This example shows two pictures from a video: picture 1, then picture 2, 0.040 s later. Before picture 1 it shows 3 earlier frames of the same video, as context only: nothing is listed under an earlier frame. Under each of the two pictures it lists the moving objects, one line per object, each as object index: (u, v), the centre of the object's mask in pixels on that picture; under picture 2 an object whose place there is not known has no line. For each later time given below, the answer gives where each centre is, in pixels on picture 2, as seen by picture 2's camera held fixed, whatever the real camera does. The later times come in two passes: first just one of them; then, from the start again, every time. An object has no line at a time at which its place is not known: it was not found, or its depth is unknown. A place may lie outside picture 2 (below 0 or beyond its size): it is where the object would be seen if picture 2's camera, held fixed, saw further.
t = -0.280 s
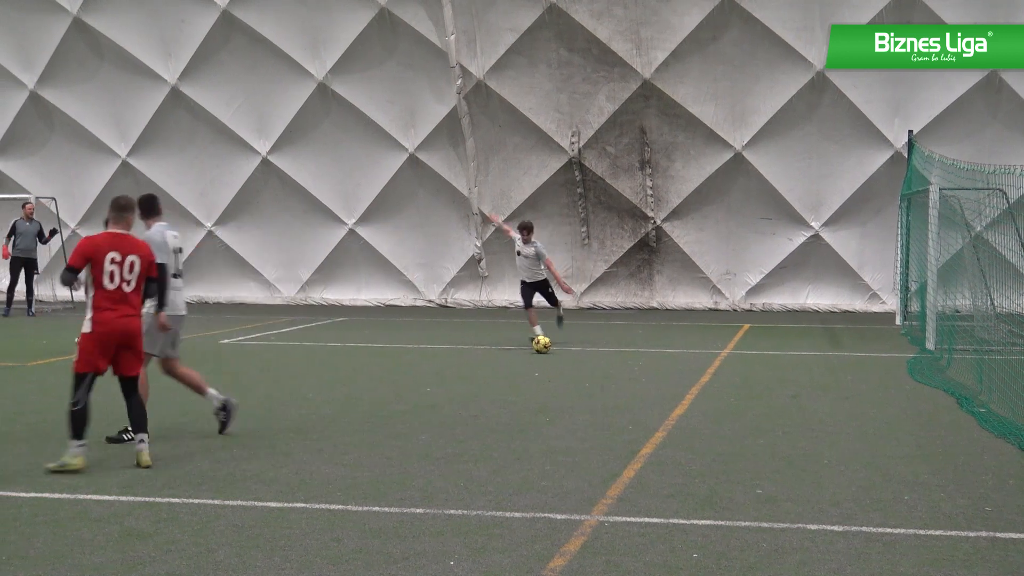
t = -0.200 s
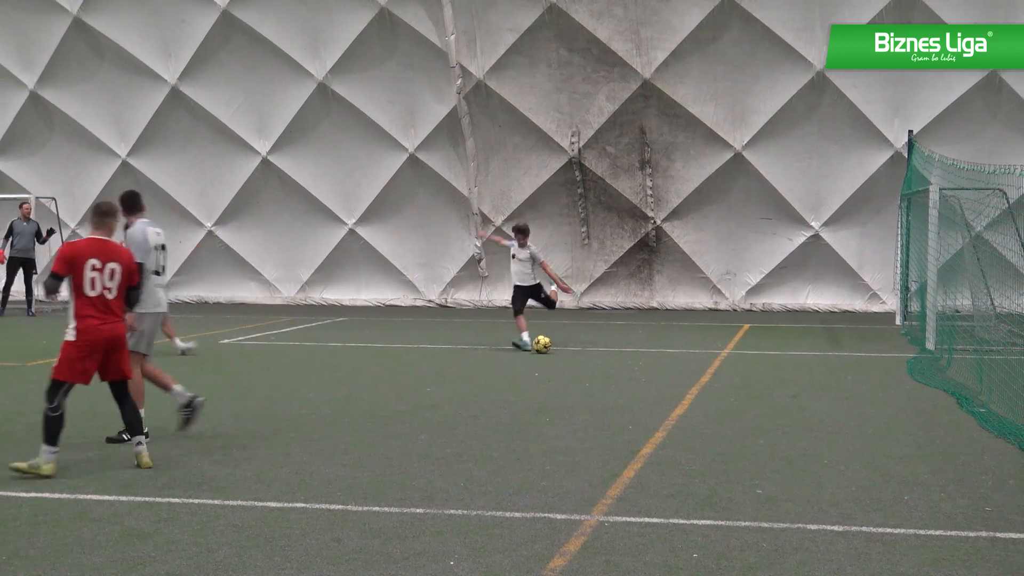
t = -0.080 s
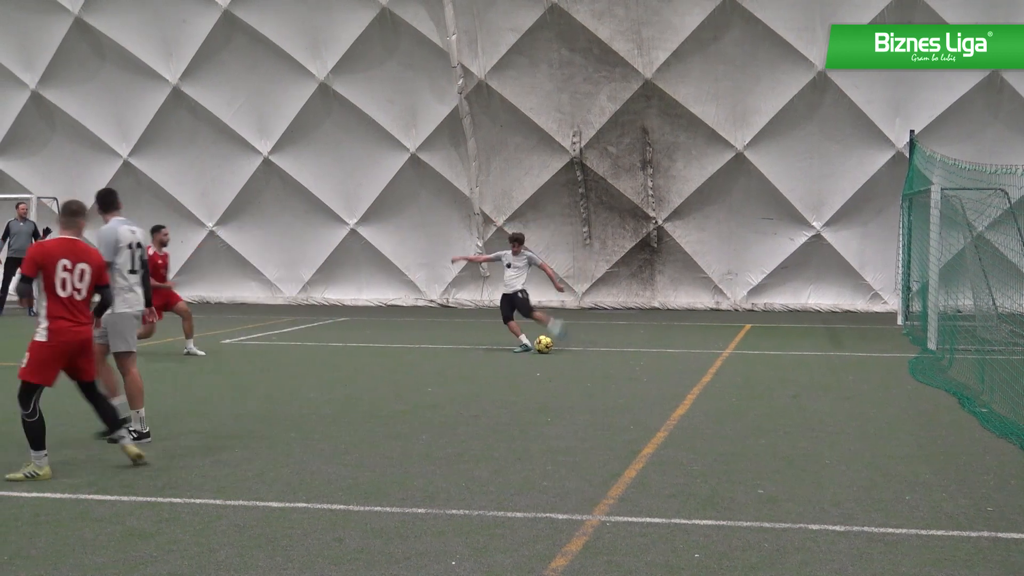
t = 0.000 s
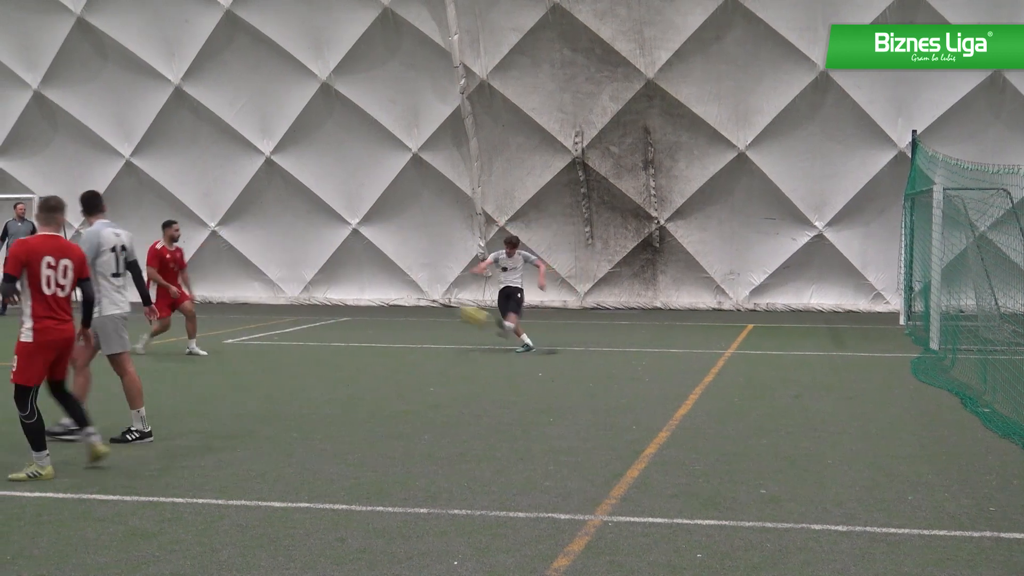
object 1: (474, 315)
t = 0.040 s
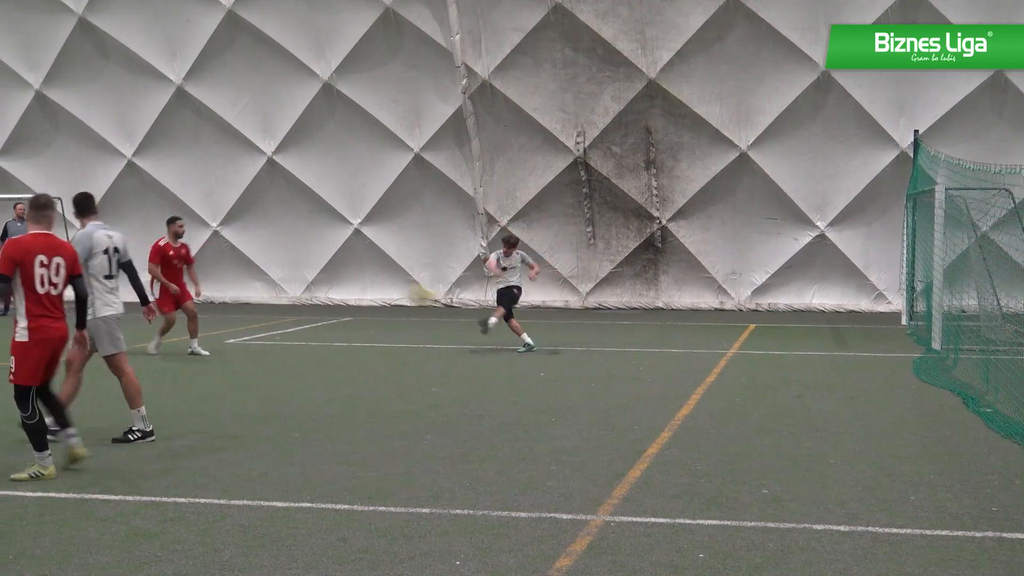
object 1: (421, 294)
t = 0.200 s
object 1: (177, 203)
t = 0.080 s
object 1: (367, 272)
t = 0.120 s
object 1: (306, 252)
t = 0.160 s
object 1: (244, 227)
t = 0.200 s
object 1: (177, 203)
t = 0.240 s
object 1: (108, 180)
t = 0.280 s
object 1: (30, 152)
